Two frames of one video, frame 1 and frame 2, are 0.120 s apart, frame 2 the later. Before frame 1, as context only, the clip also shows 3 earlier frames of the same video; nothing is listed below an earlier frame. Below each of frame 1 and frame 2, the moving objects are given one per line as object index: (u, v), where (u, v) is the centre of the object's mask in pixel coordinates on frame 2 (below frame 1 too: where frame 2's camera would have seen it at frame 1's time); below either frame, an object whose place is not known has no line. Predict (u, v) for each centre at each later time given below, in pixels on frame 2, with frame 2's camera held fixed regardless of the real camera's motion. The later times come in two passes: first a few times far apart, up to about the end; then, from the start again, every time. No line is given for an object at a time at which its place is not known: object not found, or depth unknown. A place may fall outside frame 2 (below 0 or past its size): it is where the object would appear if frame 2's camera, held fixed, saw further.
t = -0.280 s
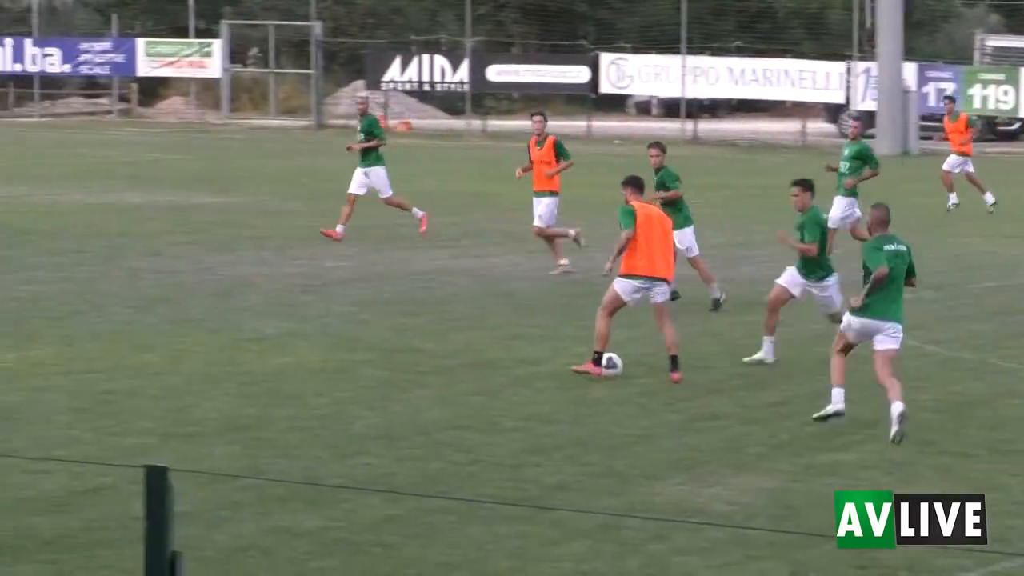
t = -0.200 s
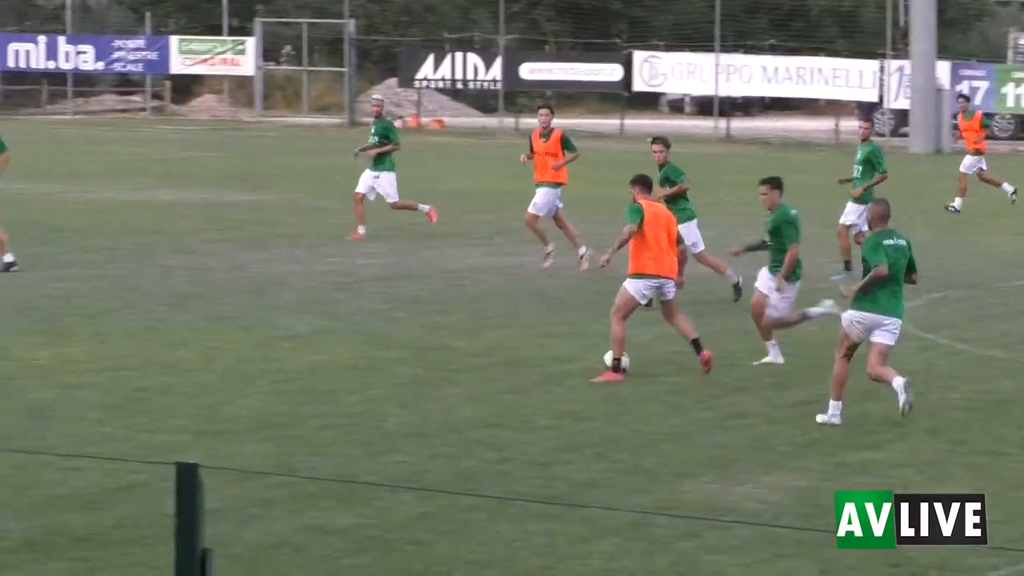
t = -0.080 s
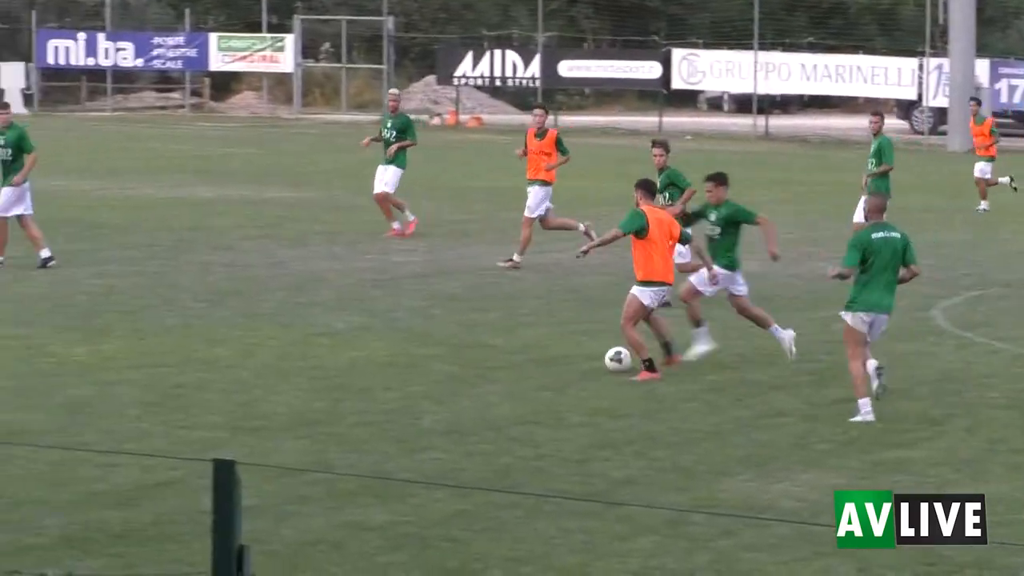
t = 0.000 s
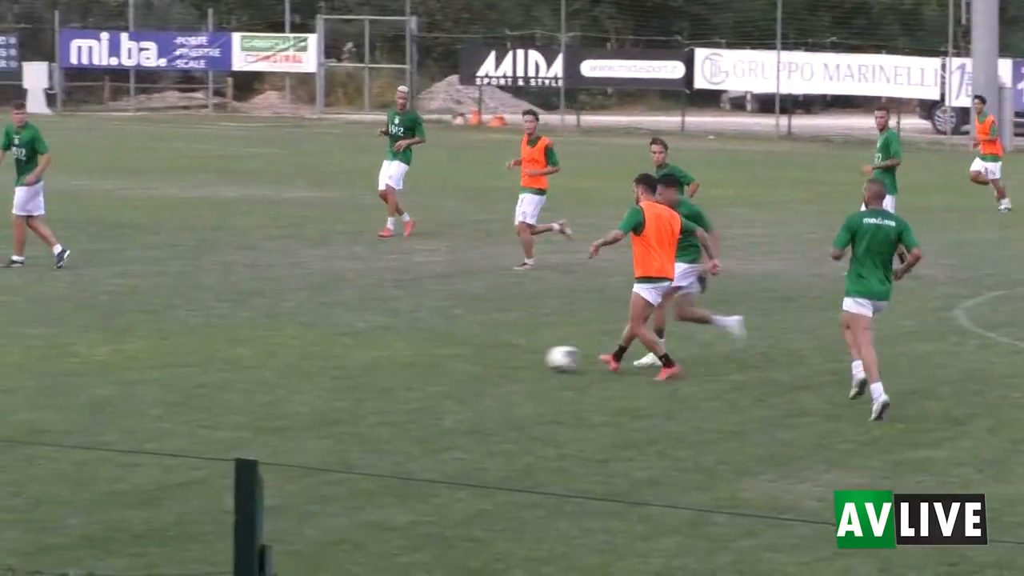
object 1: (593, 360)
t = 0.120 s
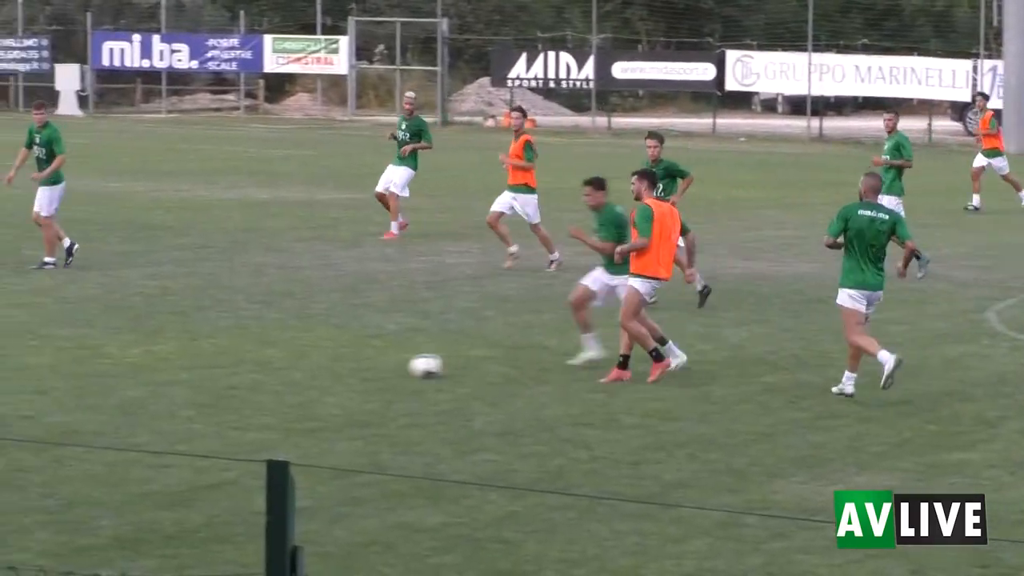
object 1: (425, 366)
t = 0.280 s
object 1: (227, 368)
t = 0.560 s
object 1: (-73, 375)
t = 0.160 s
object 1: (374, 366)
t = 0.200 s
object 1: (324, 366)
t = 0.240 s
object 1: (275, 368)
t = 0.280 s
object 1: (227, 368)
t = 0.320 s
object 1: (180, 369)
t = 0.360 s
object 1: (135, 370)
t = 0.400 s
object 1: (89, 372)
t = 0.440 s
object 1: (47, 372)
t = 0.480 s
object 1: (4, 372)
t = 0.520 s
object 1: (-36, 374)
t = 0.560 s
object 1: (-73, 375)
